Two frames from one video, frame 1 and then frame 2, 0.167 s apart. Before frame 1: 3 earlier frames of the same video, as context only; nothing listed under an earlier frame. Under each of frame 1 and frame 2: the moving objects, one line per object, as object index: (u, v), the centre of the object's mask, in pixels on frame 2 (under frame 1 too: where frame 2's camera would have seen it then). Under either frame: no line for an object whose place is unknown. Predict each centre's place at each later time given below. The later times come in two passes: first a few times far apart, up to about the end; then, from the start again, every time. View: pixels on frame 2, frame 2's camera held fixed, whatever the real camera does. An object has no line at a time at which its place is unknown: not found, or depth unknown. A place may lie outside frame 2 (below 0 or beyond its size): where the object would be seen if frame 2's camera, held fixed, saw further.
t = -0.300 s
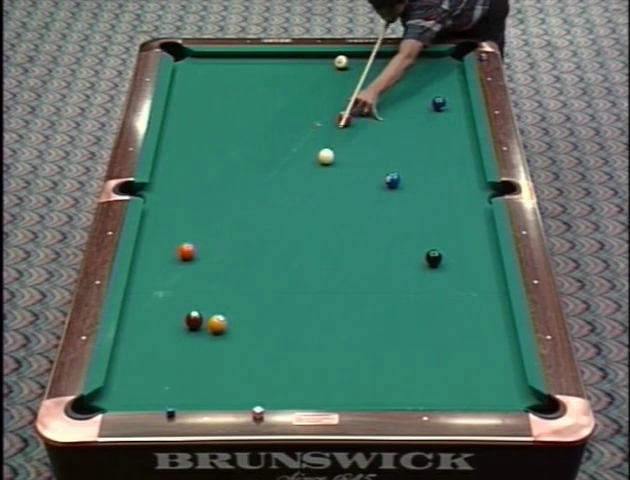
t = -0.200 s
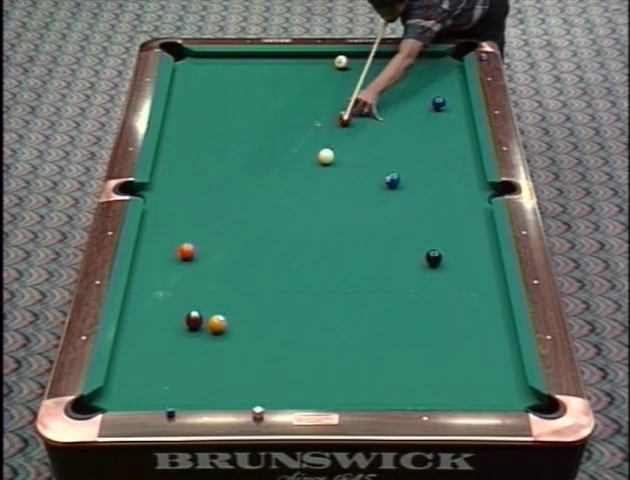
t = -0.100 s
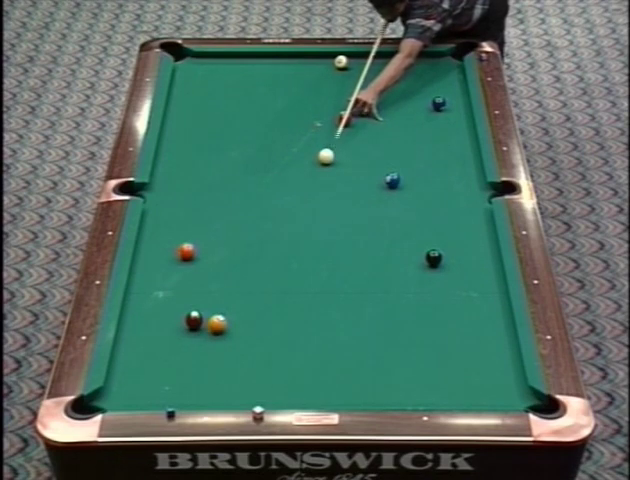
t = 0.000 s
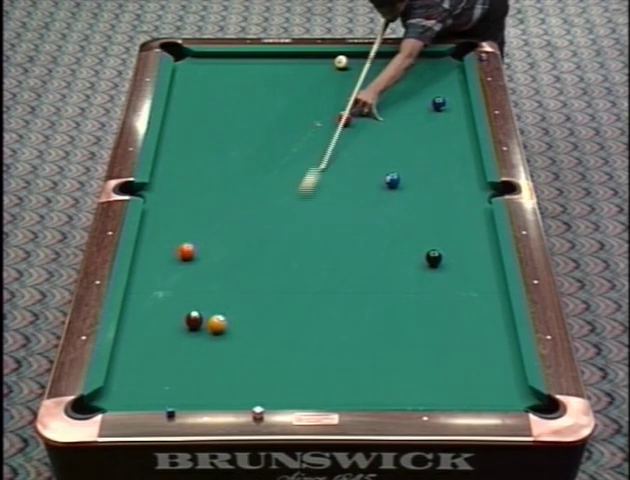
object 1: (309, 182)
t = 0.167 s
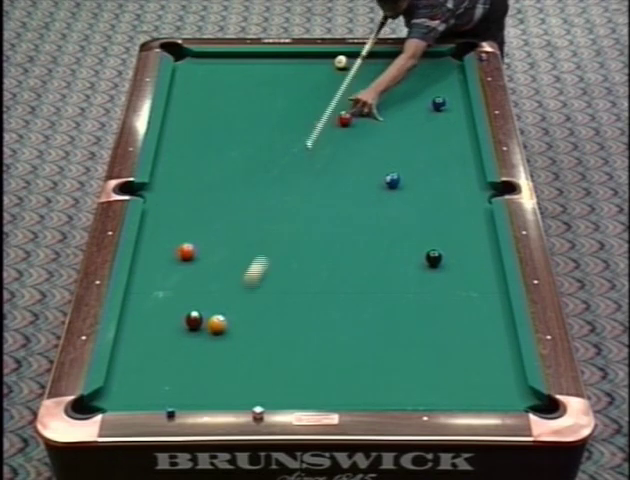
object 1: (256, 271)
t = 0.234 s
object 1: (234, 308)
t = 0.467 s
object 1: (283, 342)
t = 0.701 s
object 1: (335, 367)
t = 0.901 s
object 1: (381, 389)
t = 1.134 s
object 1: (435, 388)
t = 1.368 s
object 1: (486, 374)
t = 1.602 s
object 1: (500, 360)
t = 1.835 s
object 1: (472, 343)
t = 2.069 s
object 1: (447, 328)
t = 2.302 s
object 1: (423, 314)
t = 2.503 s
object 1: (404, 303)
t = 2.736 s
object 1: (384, 291)
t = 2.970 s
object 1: (365, 281)
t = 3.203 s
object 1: (347, 271)
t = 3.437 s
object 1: (331, 262)
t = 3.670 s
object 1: (316, 253)
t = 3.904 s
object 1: (303, 246)
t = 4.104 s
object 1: (292, 240)
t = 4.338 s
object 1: (281, 234)
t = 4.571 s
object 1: (271, 228)
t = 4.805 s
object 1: (262, 223)
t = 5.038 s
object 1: (254, 218)
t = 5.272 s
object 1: (247, 214)
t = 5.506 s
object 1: (242, 210)
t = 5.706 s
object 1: (237, 208)
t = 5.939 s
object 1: (233, 205)
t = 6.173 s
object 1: (230, 203)
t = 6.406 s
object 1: (227, 202)
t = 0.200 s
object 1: (244, 289)
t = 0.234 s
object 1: (234, 308)
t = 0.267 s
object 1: (235, 319)
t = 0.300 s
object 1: (244, 323)
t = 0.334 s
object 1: (253, 328)
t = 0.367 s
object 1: (261, 332)
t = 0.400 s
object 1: (268, 335)
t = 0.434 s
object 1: (276, 339)
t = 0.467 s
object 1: (283, 342)
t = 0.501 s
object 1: (290, 346)
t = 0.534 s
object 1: (298, 349)
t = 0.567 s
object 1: (305, 353)
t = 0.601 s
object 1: (313, 357)
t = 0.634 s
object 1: (320, 360)
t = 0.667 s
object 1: (328, 364)
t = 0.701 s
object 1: (335, 367)
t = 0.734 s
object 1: (343, 371)
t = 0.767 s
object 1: (350, 374)
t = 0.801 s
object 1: (358, 378)
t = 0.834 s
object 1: (366, 381)
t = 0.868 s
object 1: (373, 385)
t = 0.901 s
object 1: (381, 389)
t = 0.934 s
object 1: (388, 391)
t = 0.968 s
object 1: (396, 394)
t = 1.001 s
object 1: (404, 394)
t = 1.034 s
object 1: (412, 392)
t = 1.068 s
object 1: (420, 390)
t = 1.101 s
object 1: (427, 389)
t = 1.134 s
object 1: (435, 388)
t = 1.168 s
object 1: (443, 386)
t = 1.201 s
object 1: (450, 384)
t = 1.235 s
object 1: (457, 382)
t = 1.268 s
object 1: (465, 380)
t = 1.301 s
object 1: (472, 378)
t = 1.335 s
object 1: (479, 376)
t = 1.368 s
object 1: (486, 374)
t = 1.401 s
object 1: (493, 373)
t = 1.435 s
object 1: (500, 371)
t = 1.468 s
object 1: (508, 369)
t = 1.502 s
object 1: (514, 367)
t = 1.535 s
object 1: (510, 365)
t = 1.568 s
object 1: (505, 362)
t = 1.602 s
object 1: (500, 360)
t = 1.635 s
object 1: (496, 357)
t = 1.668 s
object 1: (492, 355)
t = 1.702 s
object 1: (488, 353)
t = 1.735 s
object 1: (484, 350)
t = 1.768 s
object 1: (480, 348)
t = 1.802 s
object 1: (476, 346)
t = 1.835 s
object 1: (472, 343)
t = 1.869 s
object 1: (469, 341)
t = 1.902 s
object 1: (465, 339)
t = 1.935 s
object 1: (461, 337)
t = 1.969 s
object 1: (458, 335)
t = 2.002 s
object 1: (454, 333)
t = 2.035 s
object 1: (451, 330)
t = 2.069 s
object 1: (447, 328)
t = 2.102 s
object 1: (443, 326)
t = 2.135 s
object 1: (440, 324)
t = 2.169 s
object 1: (437, 322)
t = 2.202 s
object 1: (433, 320)
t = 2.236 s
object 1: (430, 318)
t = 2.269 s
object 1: (426, 316)
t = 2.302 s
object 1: (423, 314)
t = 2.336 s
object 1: (420, 312)
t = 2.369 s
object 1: (416, 311)
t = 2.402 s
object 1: (413, 309)
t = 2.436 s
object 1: (410, 307)
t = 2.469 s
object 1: (407, 305)
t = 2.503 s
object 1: (404, 303)
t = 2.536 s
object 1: (401, 302)
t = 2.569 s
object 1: (398, 300)
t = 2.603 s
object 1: (395, 298)
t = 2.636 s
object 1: (392, 296)
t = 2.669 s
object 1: (389, 295)
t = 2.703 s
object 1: (387, 293)
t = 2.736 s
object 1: (384, 291)
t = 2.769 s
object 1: (381, 290)
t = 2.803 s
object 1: (378, 288)
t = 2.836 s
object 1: (375, 287)
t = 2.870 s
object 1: (373, 285)
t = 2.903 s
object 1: (370, 284)
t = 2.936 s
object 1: (368, 282)
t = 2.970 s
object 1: (365, 281)
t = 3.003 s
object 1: (362, 279)
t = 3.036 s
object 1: (360, 278)
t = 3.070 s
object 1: (357, 276)
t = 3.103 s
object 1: (355, 275)
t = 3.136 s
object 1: (352, 273)
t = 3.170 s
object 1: (350, 272)
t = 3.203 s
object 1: (347, 271)
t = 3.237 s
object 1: (345, 269)
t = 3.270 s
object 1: (343, 268)
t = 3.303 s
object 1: (340, 267)
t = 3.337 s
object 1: (338, 265)
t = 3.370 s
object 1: (336, 264)
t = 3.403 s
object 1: (333, 263)
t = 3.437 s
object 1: (331, 262)
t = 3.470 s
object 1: (329, 260)
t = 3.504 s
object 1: (327, 259)
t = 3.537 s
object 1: (325, 258)
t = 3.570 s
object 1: (323, 257)
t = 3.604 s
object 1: (320, 256)
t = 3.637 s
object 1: (318, 254)
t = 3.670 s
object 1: (316, 253)
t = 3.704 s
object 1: (314, 252)
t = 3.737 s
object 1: (312, 251)
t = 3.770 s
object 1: (310, 250)
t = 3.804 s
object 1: (308, 249)
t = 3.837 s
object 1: (306, 248)
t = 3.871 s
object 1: (305, 247)
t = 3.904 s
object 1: (303, 246)
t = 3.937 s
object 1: (301, 245)
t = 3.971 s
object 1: (299, 244)
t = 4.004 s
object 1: (297, 243)
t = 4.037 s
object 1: (296, 242)
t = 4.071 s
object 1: (294, 241)
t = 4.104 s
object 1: (292, 240)
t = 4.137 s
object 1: (290, 239)
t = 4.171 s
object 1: (289, 238)
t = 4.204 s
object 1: (287, 237)
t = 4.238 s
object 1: (285, 236)
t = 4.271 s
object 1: (284, 235)
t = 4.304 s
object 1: (282, 235)
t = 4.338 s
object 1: (281, 234)
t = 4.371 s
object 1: (279, 233)
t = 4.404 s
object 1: (278, 232)
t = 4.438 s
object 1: (276, 231)
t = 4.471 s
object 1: (275, 230)
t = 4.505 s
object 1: (274, 230)
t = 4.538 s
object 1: (272, 229)
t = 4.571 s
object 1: (271, 228)
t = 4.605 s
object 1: (270, 227)
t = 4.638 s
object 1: (268, 226)
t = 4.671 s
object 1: (267, 226)
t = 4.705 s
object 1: (266, 225)
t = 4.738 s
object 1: (265, 224)
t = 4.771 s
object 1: (263, 223)
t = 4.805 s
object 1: (262, 223)
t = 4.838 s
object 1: (261, 222)
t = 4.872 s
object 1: (260, 221)
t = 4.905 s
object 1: (259, 221)
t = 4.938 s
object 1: (257, 220)
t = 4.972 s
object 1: (256, 219)
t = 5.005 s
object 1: (255, 219)
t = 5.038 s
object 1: (254, 218)
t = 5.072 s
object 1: (253, 217)
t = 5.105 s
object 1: (252, 217)
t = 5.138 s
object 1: (251, 216)
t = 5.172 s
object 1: (250, 216)
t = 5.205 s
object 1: (249, 215)
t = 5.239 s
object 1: (248, 214)
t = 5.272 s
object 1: (247, 214)
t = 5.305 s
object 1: (247, 213)
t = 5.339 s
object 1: (246, 213)
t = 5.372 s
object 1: (245, 212)
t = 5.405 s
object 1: (244, 212)
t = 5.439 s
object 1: (243, 211)
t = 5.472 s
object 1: (242, 211)
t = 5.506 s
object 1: (242, 210)
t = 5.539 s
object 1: (241, 210)
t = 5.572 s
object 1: (240, 210)
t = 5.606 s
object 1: (239, 209)
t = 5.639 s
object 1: (239, 209)
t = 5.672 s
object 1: (238, 208)
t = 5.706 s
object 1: (237, 208)
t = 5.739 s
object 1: (237, 207)
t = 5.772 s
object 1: (236, 207)
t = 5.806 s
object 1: (235, 207)
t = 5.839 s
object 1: (235, 206)
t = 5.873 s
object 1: (234, 206)
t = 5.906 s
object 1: (233, 206)
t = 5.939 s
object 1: (233, 205)
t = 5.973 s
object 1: (232, 205)
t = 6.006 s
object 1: (232, 204)
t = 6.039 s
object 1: (231, 204)
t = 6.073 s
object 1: (231, 204)
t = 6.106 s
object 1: (230, 204)
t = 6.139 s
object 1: (230, 203)
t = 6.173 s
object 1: (230, 203)
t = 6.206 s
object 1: (229, 203)
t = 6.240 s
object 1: (229, 203)
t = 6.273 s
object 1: (228, 203)
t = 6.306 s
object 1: (228, 202)
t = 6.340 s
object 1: (228, 202)
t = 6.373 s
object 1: (227, 202)
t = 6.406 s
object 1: (227, 202)
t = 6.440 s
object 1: (227, 202)
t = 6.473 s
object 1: (226, 201)
